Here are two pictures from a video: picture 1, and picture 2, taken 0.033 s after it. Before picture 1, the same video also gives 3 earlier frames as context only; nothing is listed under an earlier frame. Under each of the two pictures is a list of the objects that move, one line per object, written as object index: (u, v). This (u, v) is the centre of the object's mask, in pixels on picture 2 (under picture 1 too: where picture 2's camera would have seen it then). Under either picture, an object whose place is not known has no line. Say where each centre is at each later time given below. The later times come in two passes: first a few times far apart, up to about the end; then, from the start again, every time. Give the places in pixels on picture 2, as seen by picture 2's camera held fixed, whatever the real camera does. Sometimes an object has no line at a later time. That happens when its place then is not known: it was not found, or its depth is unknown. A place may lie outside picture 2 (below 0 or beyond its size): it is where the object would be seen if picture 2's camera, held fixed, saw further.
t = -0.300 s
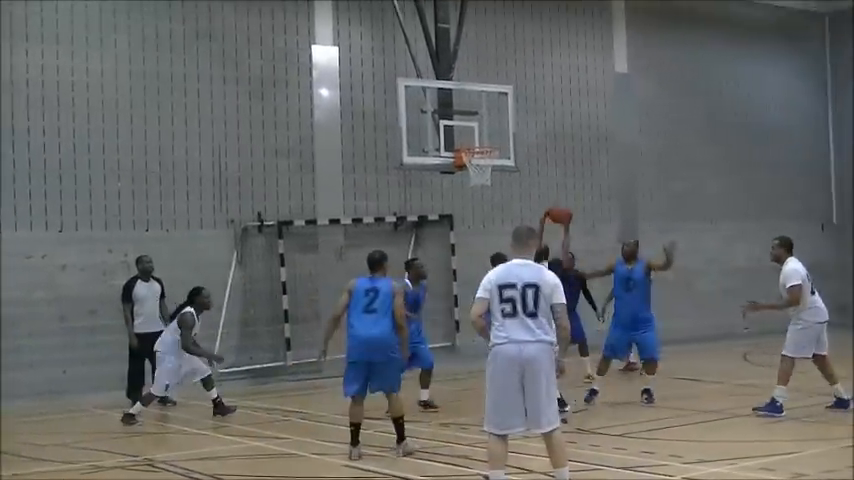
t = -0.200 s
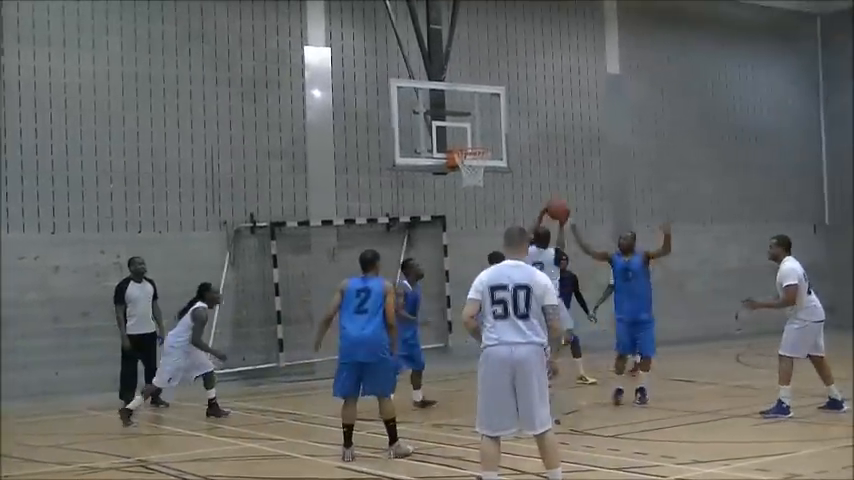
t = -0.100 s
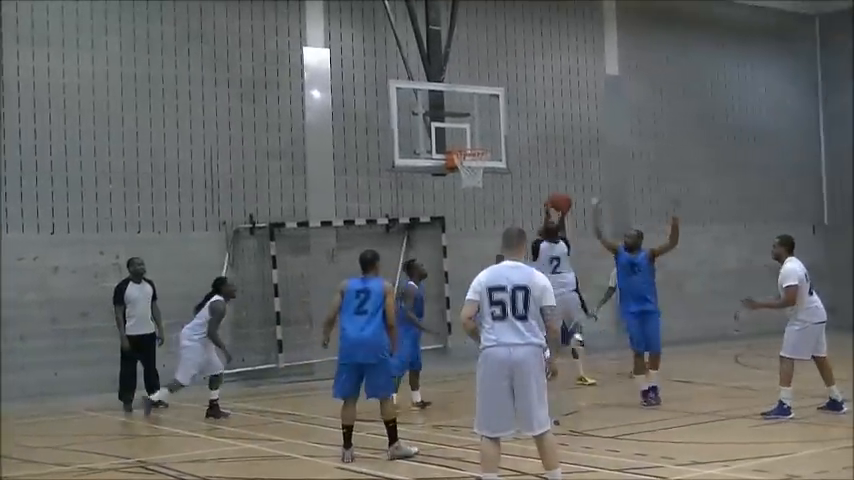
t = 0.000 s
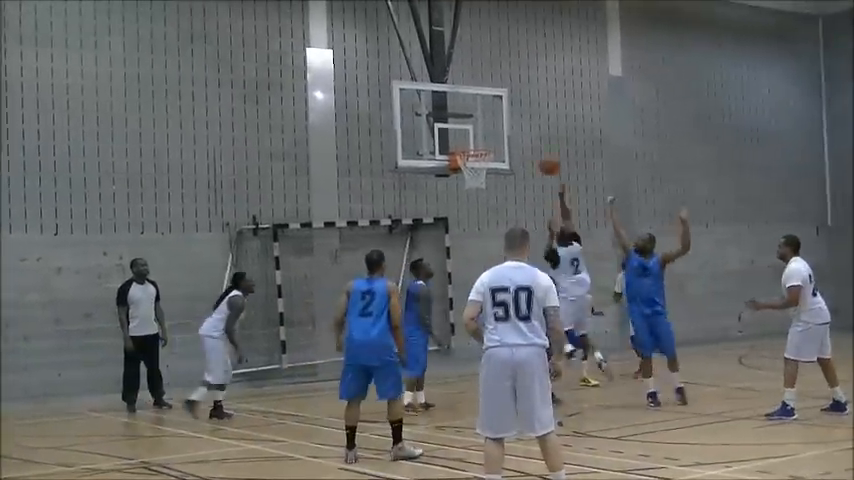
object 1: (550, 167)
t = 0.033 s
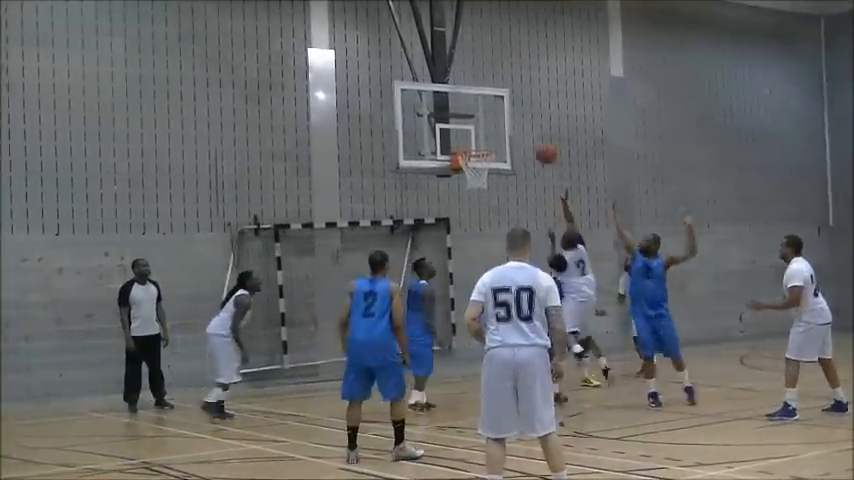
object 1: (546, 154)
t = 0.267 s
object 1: (514, 106)
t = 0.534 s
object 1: (484, 108)
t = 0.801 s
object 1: (461, 136)
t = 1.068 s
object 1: (459, 137)
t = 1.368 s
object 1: (481, 183)
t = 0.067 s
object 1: (541, 145)
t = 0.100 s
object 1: (536, 135)
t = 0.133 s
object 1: (531, 128)
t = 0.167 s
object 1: (527, 120)
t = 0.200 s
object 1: (522, 115)
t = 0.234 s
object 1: (519, 110)
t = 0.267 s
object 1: (514, 106)
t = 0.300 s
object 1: (509, 104)
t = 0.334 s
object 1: (505, 102)
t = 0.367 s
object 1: (502, 101)
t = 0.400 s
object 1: (498, 100)
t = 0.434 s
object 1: (494, 101)
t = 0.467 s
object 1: (491, 103)
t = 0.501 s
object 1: (488, 106)
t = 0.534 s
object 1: (484, 108)
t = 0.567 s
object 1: (480, 113)
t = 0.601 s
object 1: (477, 118)
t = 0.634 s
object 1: (474, 124)
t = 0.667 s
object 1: (470, 132)
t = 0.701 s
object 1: (466, 139)
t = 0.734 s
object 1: (464, 141)
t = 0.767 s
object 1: (463, 139)
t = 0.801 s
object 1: (461, 136)
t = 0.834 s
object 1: (460, 134)
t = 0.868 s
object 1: (459, 133)
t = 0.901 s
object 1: (458, 133)
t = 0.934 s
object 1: (457, 134)
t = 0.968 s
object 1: (457, 134)
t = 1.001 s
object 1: (457, 135)
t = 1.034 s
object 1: (458, 137)
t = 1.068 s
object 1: (459, 137)
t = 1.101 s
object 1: (460, 138)
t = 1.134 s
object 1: (463, 139)
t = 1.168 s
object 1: (466, 144)
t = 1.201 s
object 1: (467, 146)
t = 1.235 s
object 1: (472, 157)
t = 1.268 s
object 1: (477, 159)
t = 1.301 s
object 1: (479, 161)
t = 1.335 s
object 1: (479, 173)
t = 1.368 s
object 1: (481, 183)
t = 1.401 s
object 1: (482, 185)
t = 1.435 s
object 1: (483, 188)
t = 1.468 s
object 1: (483, 191)
